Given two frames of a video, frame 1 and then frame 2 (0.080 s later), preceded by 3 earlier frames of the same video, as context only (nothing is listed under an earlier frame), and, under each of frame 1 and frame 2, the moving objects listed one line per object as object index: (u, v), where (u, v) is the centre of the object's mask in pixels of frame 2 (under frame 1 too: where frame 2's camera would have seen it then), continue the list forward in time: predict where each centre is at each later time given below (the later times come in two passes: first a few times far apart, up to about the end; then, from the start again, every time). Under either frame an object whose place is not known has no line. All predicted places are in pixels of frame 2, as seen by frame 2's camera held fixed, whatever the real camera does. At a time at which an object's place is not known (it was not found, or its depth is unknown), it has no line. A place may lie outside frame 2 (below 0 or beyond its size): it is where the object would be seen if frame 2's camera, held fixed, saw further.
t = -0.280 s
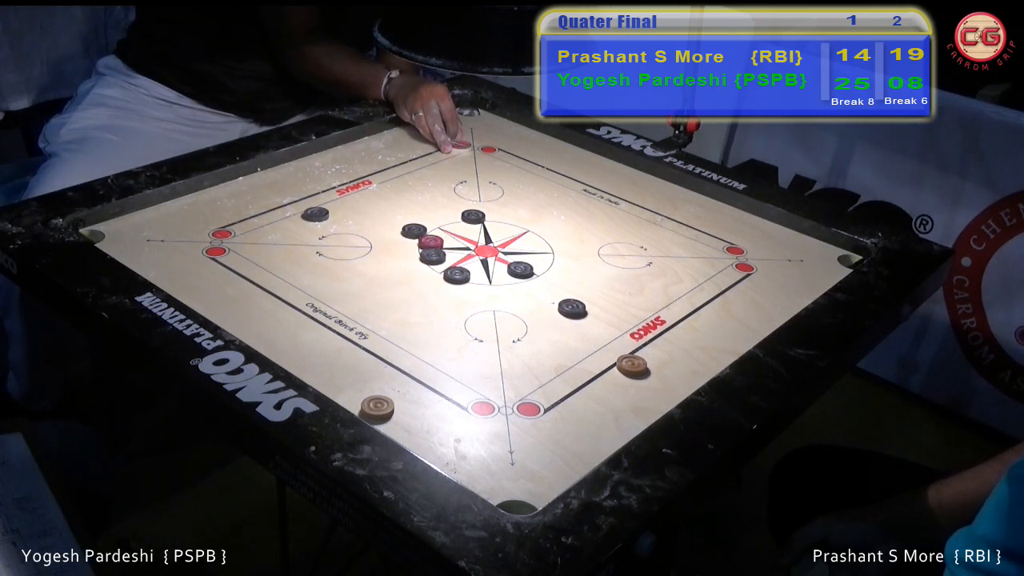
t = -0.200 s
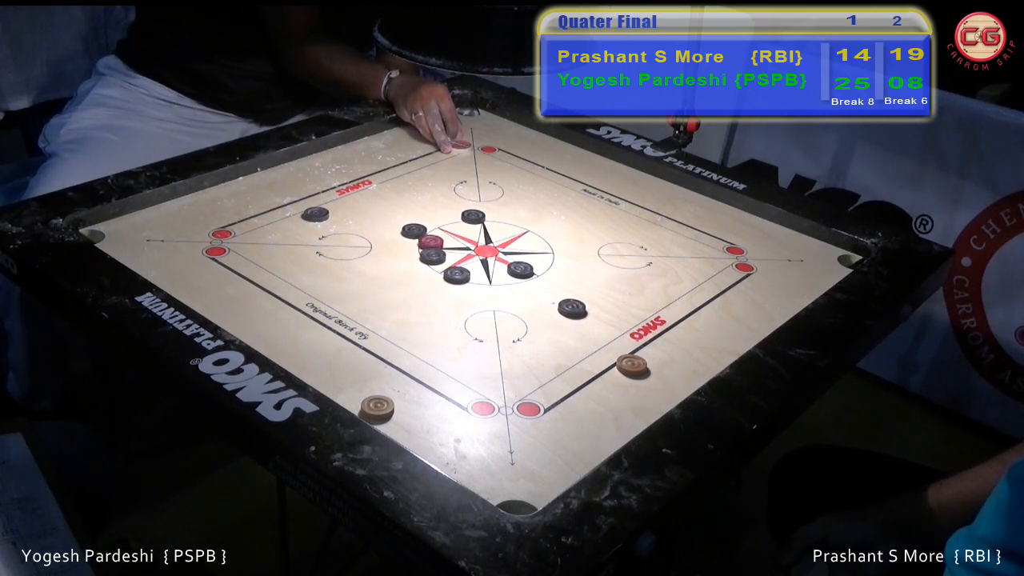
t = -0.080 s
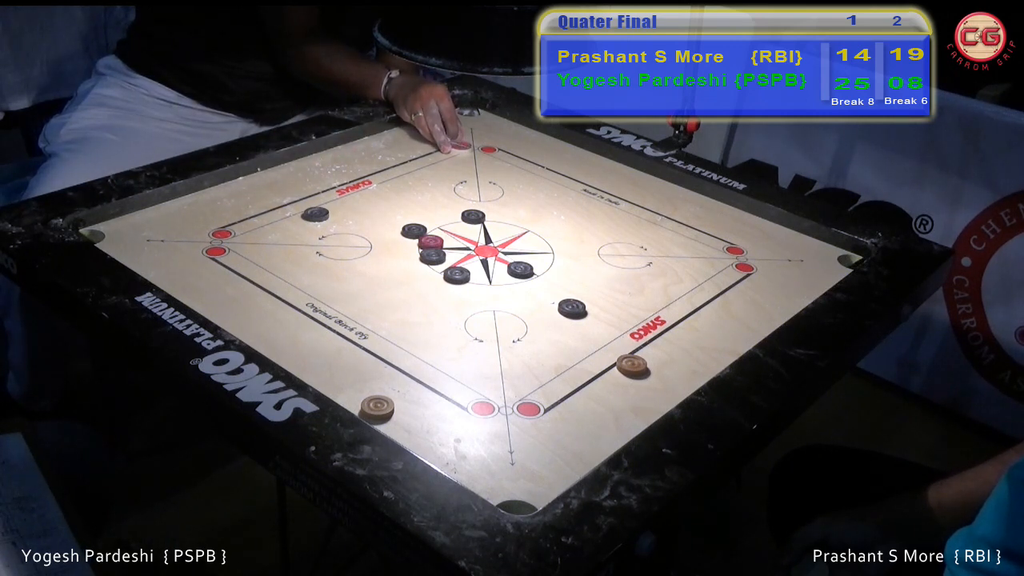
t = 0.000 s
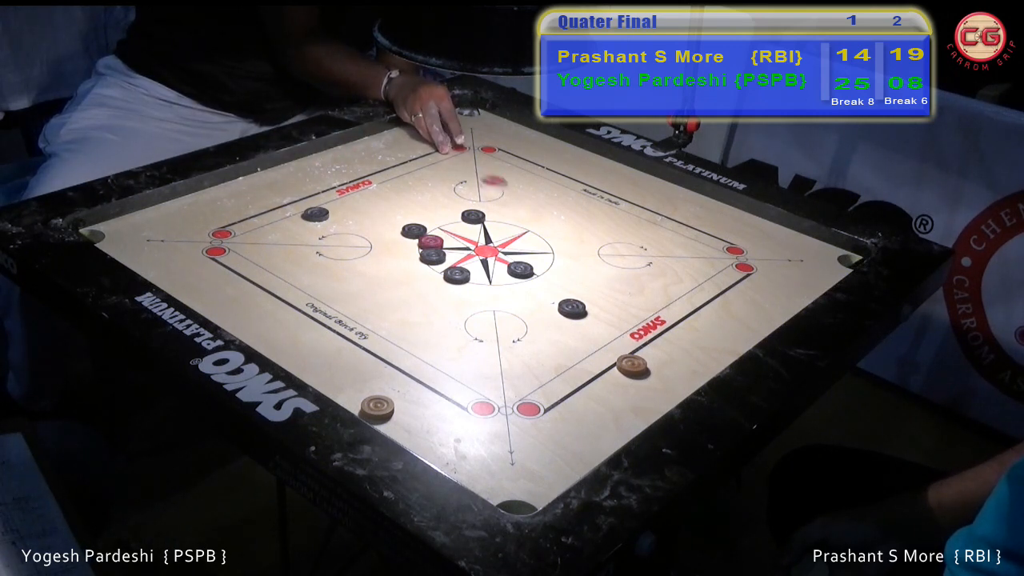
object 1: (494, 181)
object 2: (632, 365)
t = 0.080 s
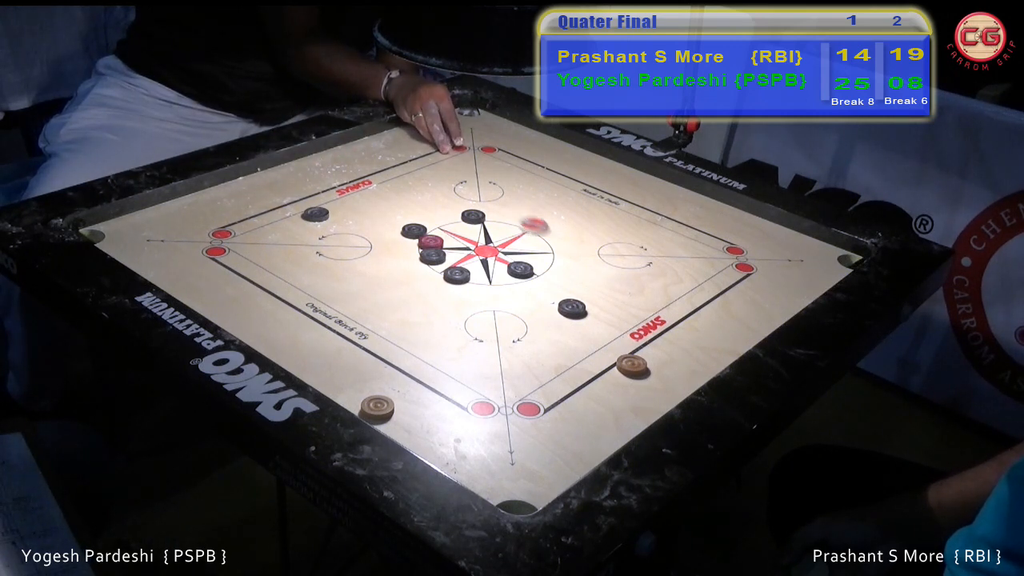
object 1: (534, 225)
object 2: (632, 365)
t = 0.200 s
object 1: (603, 300)
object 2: (632, 365)
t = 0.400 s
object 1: (614, 358)
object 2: (604, 380)
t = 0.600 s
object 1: (455, 304)
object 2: (589, 389)
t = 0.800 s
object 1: (347, 267)
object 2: (589, 389)
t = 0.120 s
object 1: (556, 249)
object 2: (632, 365)
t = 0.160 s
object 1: (579, 274)
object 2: (632, 365)
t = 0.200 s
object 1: (603, 300)
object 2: (632, 365)
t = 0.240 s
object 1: (629, 327)
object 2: (632, 365)
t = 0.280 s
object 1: (659, 356)
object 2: (631, 366)
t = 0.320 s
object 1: (687, 381)
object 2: (621, 371)
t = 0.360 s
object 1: (653, 372)
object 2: (612, 376)
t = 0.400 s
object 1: (614, 358)
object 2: (604, 380)
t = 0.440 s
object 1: (577, 346)
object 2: (598, 384)
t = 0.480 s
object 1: (544, 335)
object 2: (593, 387)
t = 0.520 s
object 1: (512, 324)
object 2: (591, 388)
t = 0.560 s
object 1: (483, 314)
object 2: (589, 389)
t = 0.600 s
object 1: (455, 304)
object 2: (589, 389)
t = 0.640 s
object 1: (430, 295)
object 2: (589, 389)
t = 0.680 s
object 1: (407, 287)
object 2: (589, 389)
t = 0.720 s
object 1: (385, 279)
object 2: (589, 389)
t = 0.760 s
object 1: (366, 273)
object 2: (589, 389)
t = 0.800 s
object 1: (347, 267)
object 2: (589, 389)
